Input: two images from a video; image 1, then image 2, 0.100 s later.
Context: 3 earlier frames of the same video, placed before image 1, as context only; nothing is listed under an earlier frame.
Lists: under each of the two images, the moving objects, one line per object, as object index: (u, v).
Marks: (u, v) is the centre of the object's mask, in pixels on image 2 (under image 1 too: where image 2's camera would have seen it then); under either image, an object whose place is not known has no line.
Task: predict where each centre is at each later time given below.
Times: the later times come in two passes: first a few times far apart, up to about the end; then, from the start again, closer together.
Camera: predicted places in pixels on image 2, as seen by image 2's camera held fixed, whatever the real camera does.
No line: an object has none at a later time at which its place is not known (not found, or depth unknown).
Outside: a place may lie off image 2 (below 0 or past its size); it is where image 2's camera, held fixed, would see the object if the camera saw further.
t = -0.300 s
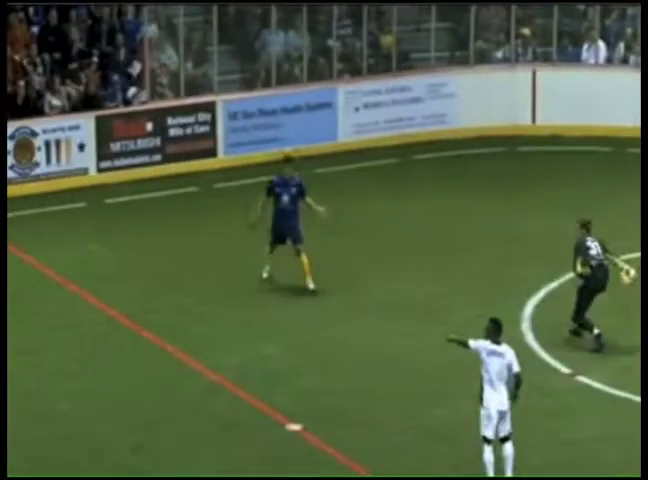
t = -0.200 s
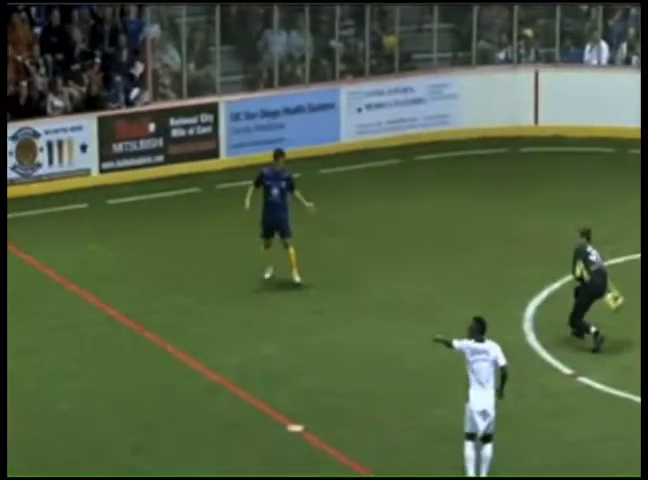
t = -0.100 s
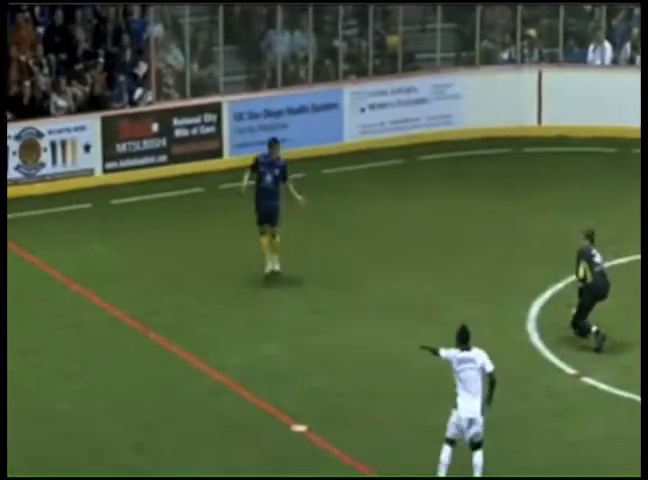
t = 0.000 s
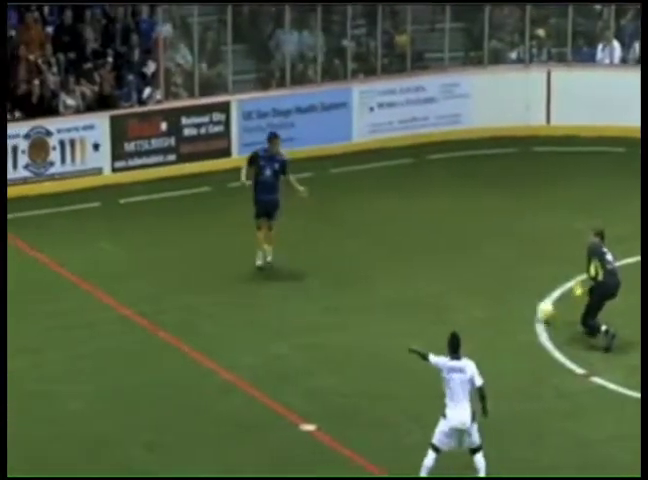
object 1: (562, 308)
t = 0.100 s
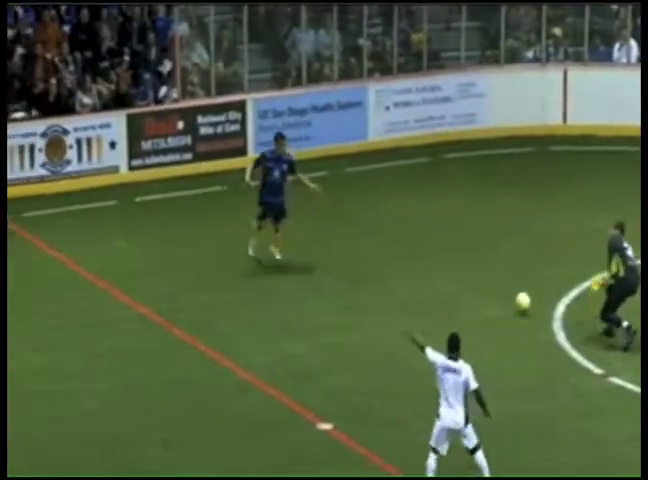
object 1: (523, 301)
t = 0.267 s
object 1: (465, 294)
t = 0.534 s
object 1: (387, 278)
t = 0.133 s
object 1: (511, 297)
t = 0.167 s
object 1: (499, 296)
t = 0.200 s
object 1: (487, 295)
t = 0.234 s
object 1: (476, 294)
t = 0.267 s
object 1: (465, 294)
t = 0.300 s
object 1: (454, 290)
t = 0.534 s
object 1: (387, 278)
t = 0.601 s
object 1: (368, 272)
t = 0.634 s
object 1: (360, 271)
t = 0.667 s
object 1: (349, 270)
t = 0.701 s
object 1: (341, 270)
